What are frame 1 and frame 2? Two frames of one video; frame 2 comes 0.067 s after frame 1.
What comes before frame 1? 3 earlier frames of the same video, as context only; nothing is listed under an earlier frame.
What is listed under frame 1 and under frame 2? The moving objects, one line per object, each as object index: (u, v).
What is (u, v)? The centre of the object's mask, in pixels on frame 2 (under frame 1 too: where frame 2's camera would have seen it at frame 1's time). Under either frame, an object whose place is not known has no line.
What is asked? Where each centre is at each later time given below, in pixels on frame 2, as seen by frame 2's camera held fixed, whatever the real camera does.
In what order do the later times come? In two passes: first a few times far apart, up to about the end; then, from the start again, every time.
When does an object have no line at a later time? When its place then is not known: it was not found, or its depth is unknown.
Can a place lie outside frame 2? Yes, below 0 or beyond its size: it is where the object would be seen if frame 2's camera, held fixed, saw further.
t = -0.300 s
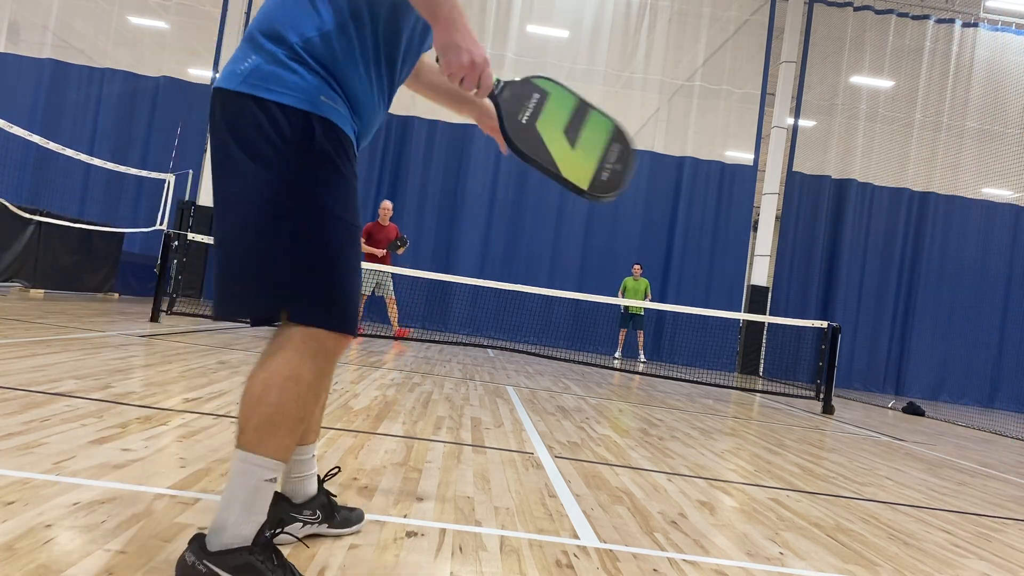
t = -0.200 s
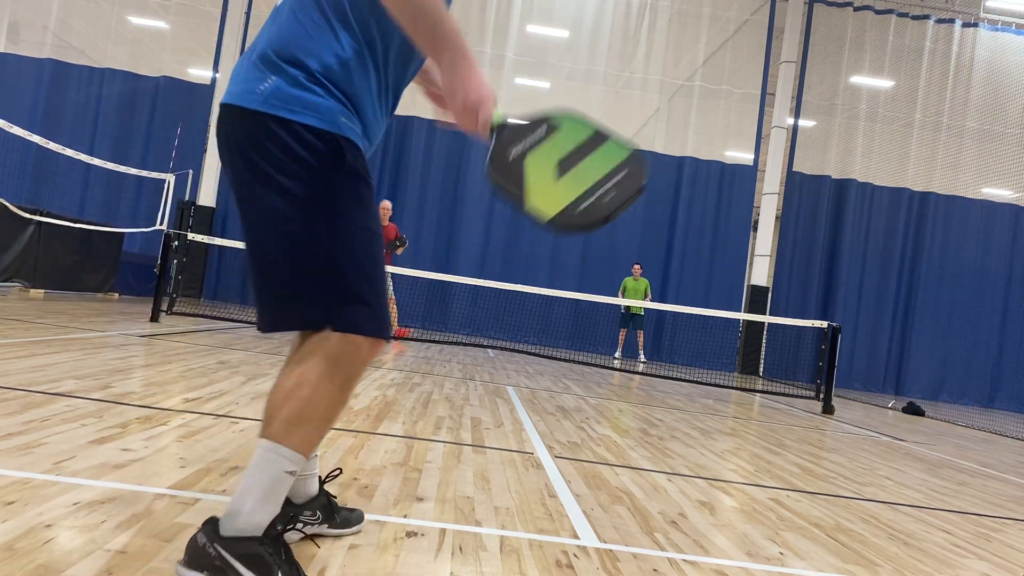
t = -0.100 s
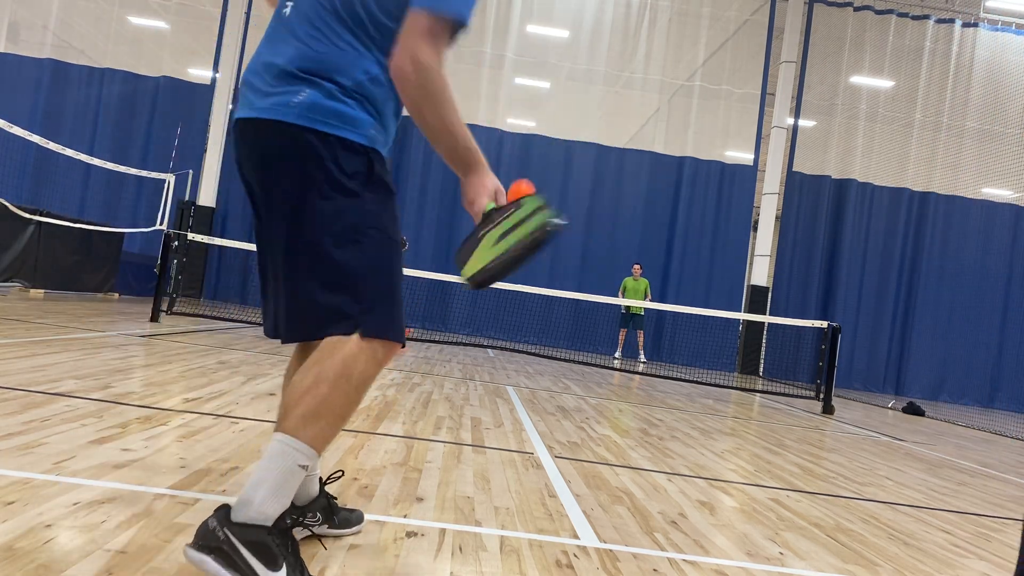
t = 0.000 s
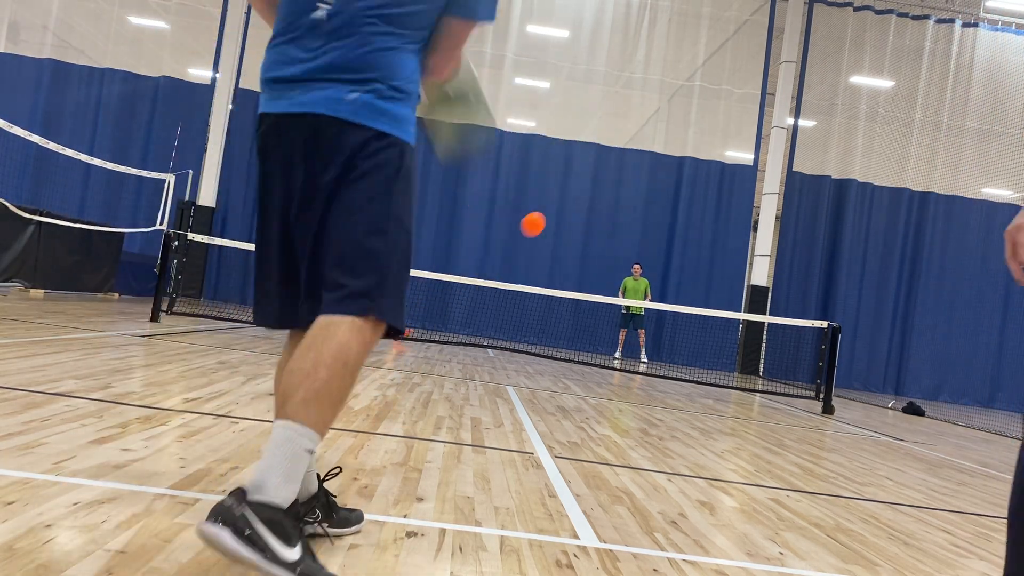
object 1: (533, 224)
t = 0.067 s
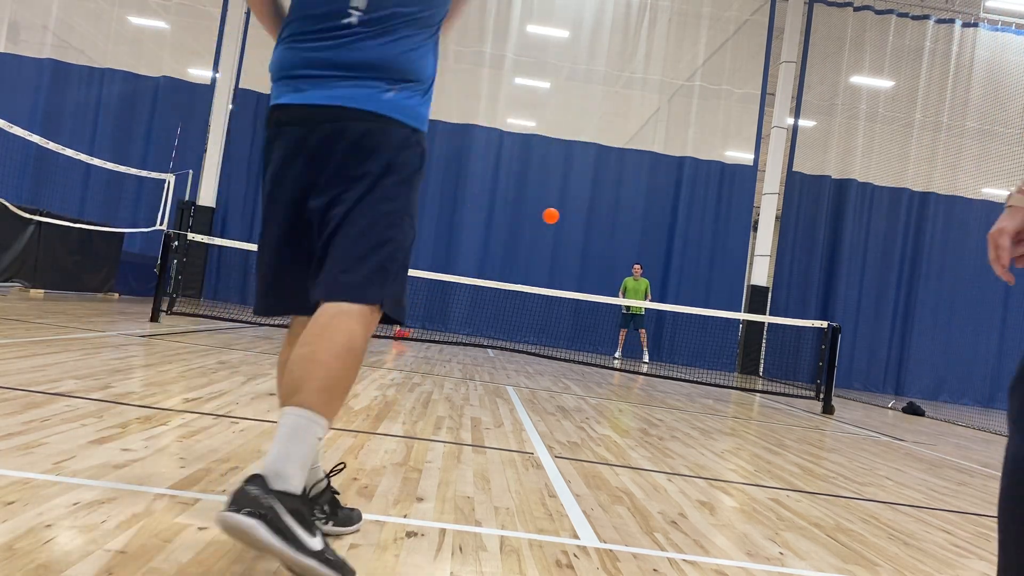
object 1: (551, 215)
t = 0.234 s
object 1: (568, 234)
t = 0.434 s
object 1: (576, 276)
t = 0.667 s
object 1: (580, 334)
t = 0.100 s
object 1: (556, 217)
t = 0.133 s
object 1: (560, 219)
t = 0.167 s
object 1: (563, 223)
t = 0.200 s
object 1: (566, 228)
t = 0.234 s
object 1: (568, 234)
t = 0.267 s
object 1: (570, 240)
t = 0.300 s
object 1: (572, 247)
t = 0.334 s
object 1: (573, 253)
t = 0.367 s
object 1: (574, 261)
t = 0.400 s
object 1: (575, 268)
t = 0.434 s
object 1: (576, 276)
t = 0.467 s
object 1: (577, 284)
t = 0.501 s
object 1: (578, 290)
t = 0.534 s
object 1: (579, 301)
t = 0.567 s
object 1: (579, 308)
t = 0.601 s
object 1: (579, 317)
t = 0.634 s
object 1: (580, 325)
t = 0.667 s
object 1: (580, 334)
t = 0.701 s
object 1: (581, 343)
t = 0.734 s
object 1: (581, 352)
